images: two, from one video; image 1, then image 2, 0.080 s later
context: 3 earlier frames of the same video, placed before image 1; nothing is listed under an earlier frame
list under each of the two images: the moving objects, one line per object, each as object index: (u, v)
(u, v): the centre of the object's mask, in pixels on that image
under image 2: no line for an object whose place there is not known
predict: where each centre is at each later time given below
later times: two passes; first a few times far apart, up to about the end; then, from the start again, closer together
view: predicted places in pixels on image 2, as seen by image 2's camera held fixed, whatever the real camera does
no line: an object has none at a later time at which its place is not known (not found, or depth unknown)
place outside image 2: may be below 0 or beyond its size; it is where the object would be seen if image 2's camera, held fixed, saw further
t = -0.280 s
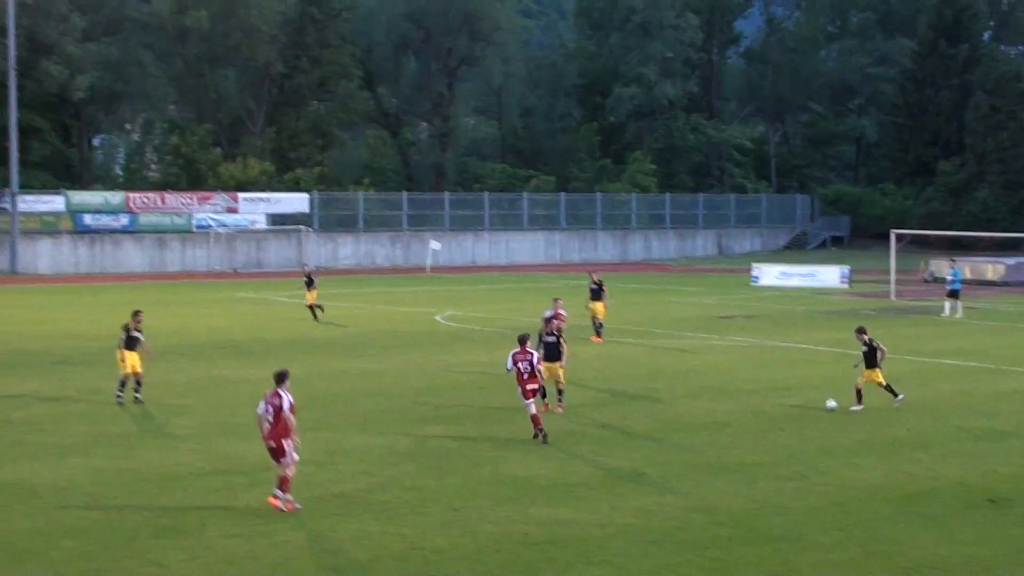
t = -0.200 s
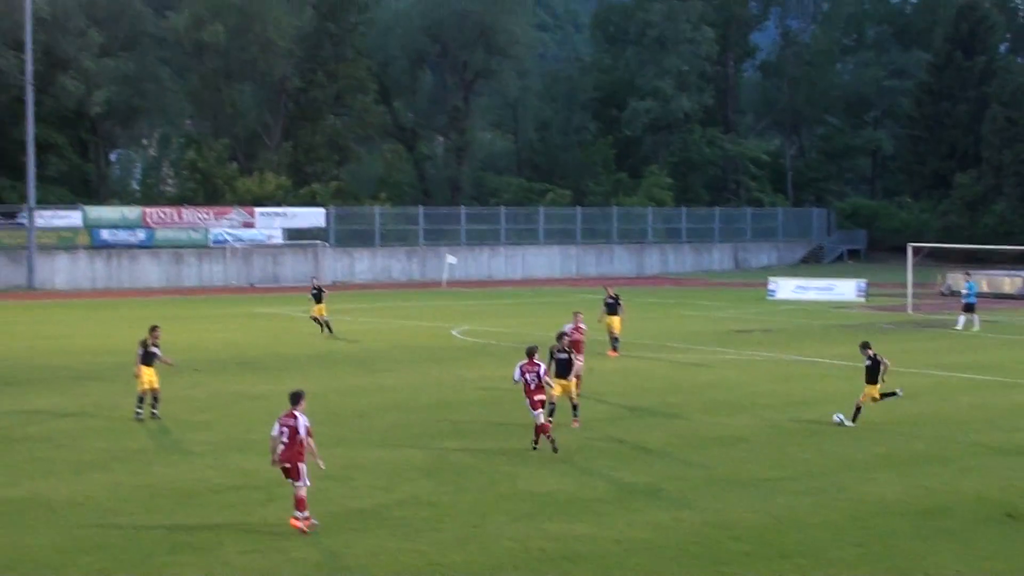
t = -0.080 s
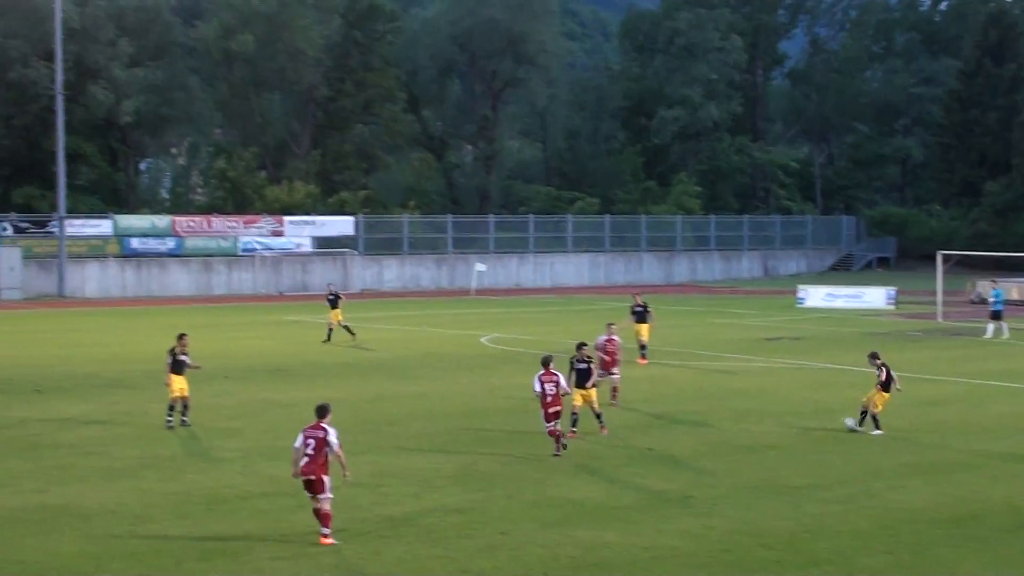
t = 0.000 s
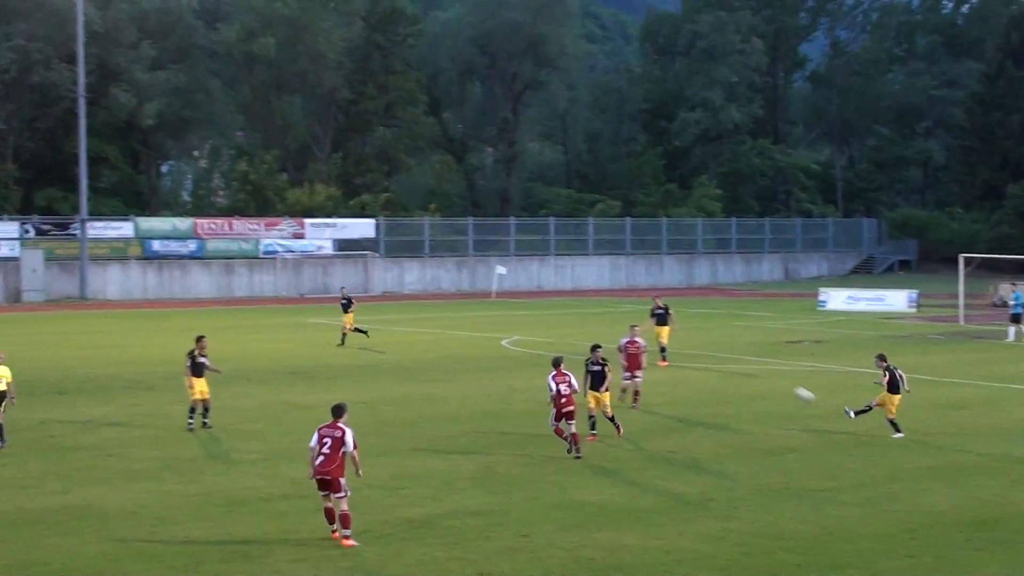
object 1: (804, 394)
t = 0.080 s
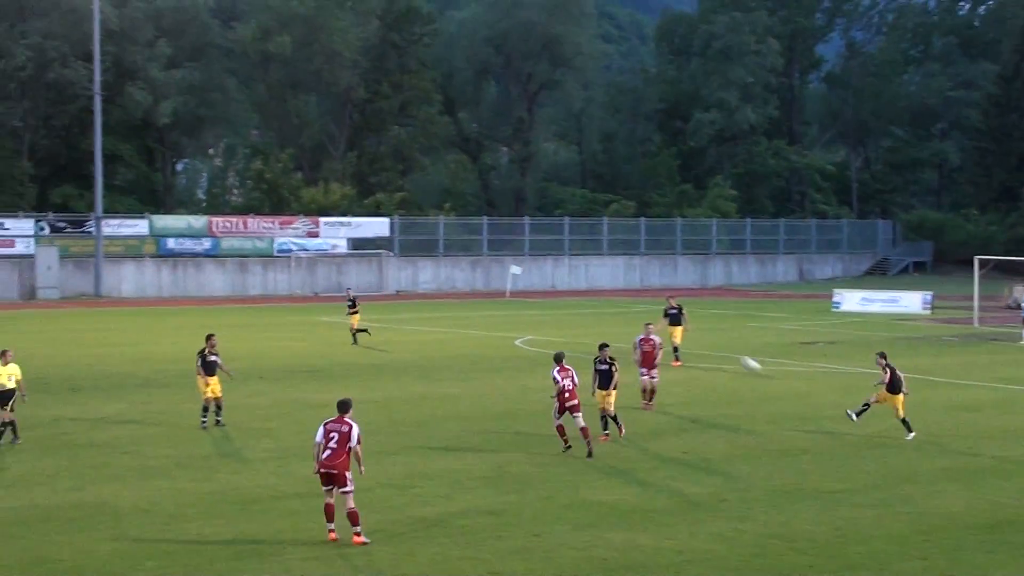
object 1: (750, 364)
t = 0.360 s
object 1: (525, 267)
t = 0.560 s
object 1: (374, 210)
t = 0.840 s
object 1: (161, 151)
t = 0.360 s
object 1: (525, 267)
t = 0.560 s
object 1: (374, 210)
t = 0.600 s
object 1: (344, 200)
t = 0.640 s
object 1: (314, 190)
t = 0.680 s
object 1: (284, 182)
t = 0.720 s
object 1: (253, 173)
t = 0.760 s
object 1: (222, 164)
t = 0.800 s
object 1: (192, 156)
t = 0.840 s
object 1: (161, 151)
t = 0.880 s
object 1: (130, 145)
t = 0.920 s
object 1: (98, 139)
